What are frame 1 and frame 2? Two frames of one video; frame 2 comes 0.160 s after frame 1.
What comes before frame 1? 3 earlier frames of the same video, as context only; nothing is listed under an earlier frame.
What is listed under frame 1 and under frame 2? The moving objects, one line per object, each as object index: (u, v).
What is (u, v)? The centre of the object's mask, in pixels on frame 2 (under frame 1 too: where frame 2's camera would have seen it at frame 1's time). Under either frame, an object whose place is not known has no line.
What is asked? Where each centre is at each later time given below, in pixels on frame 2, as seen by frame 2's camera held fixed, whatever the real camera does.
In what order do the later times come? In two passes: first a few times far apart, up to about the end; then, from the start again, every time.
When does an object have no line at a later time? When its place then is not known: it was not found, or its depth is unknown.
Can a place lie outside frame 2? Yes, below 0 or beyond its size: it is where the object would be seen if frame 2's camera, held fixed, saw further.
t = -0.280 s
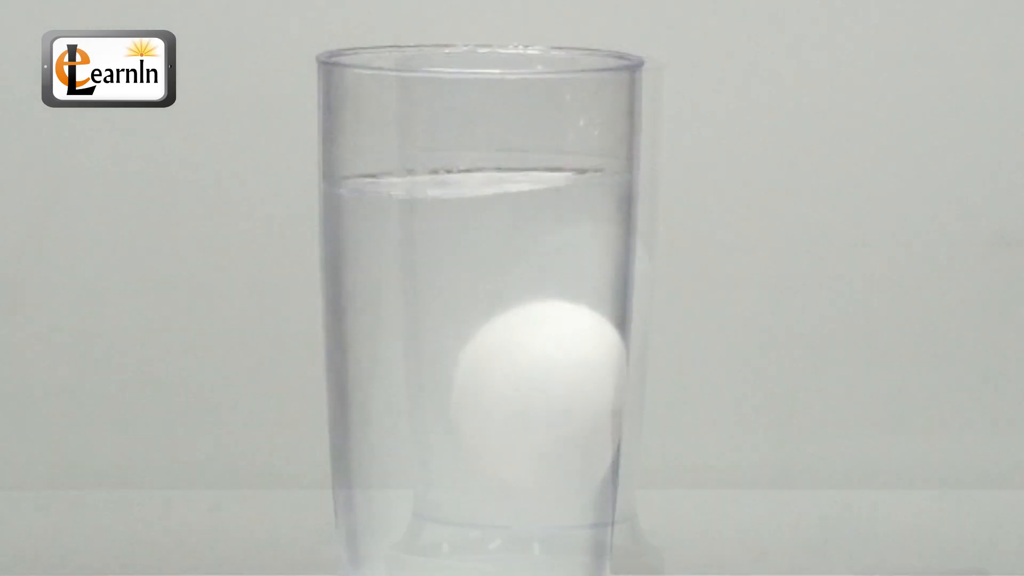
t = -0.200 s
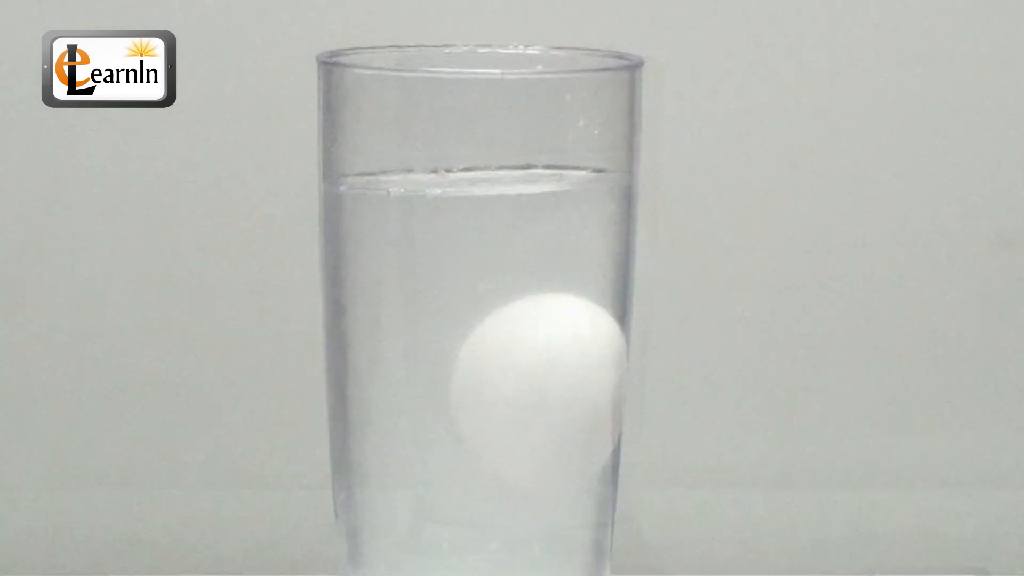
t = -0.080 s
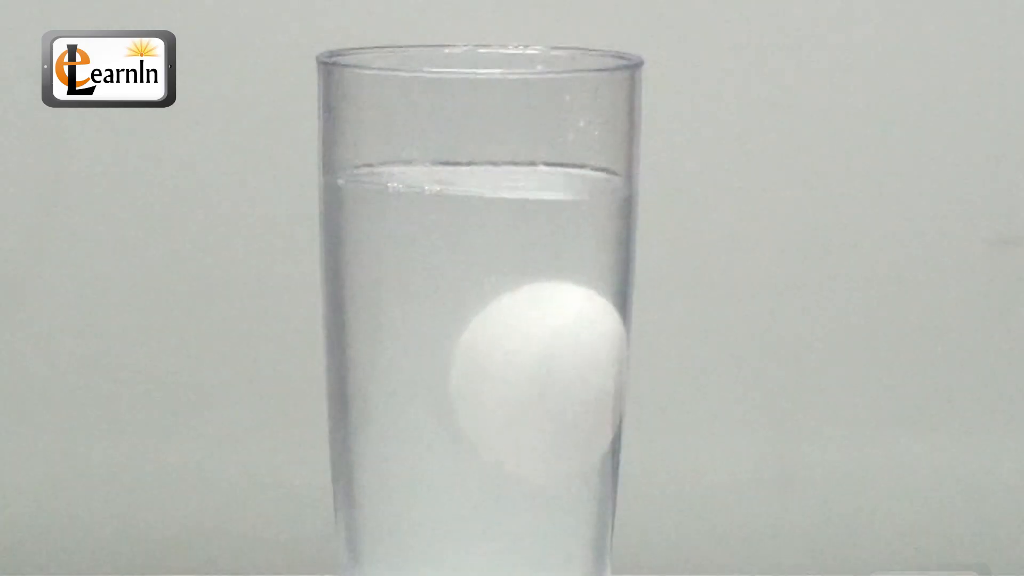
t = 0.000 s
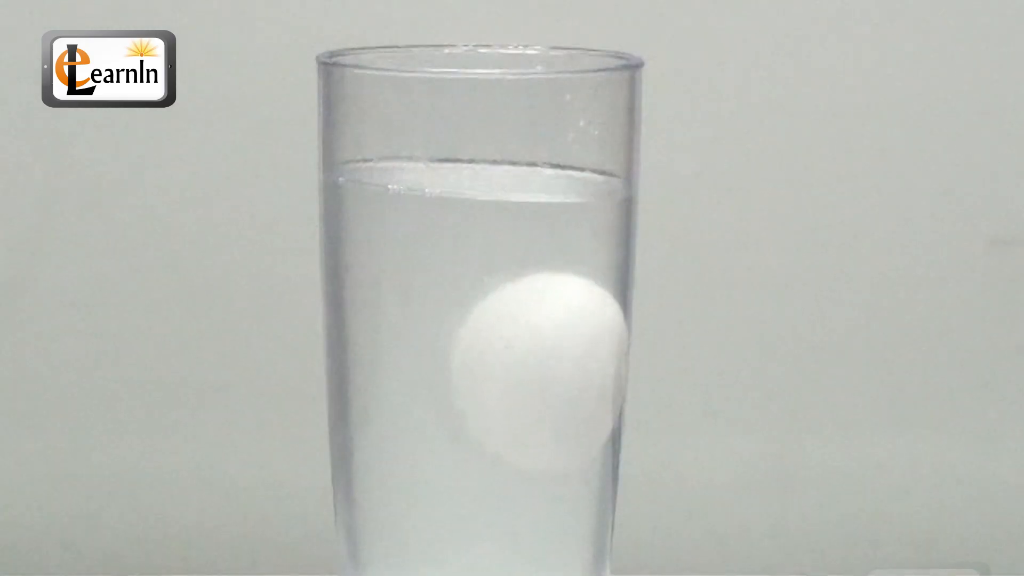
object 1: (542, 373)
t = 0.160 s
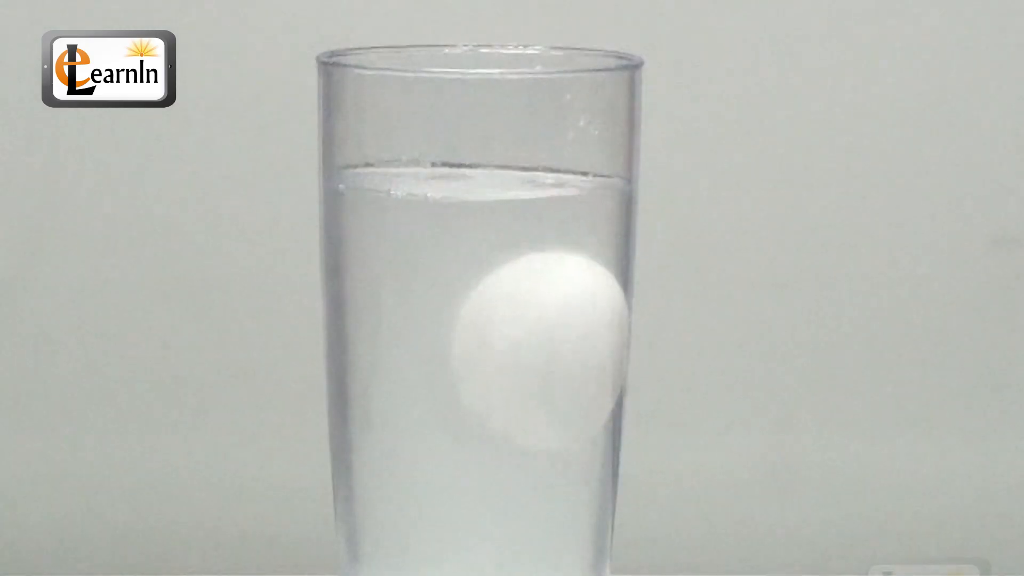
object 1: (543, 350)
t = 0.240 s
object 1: (544, 338)
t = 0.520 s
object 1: (542, 297)
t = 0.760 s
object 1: (539, 258)
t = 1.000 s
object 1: (537, 246)
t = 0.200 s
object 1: (543, 346)
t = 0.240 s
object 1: (544, 338)
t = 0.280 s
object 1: (544, 332)
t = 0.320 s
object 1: (545, 326)
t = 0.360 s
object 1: (545, 320)
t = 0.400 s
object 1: (544, 314)
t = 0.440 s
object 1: (544, 309)
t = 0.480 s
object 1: (543, 304)
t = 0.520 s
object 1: (542, 297)
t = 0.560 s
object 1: (541, 291)
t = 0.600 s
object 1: (540, 283)
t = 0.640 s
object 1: (539, 277)
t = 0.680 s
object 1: (539, 272)
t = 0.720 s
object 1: (539, 264)
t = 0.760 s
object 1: (539, 258)
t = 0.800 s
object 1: (537, 254)
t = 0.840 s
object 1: (537, 249)
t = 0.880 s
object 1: (536, 247)
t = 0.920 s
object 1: (537, 244)
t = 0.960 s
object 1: (537, 245)
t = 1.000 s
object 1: (537, 246)
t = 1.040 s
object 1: (537, 249)
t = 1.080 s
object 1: (538, 252)
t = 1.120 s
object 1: (537, 257)
